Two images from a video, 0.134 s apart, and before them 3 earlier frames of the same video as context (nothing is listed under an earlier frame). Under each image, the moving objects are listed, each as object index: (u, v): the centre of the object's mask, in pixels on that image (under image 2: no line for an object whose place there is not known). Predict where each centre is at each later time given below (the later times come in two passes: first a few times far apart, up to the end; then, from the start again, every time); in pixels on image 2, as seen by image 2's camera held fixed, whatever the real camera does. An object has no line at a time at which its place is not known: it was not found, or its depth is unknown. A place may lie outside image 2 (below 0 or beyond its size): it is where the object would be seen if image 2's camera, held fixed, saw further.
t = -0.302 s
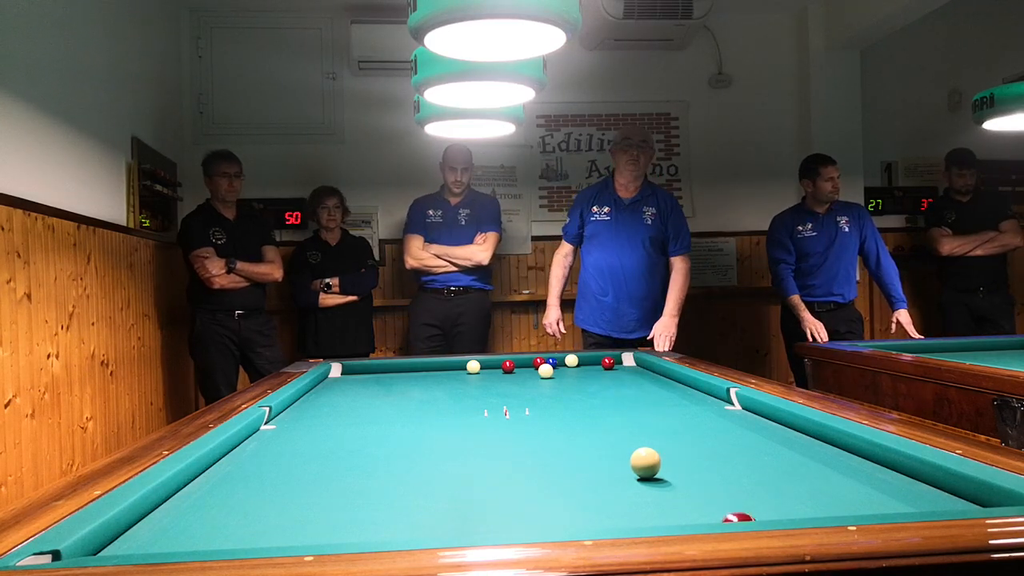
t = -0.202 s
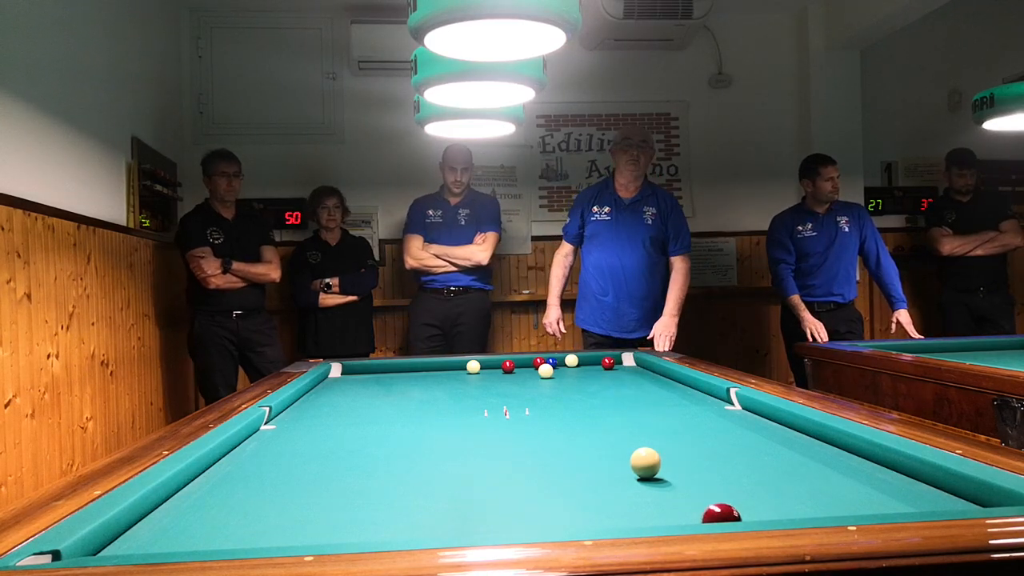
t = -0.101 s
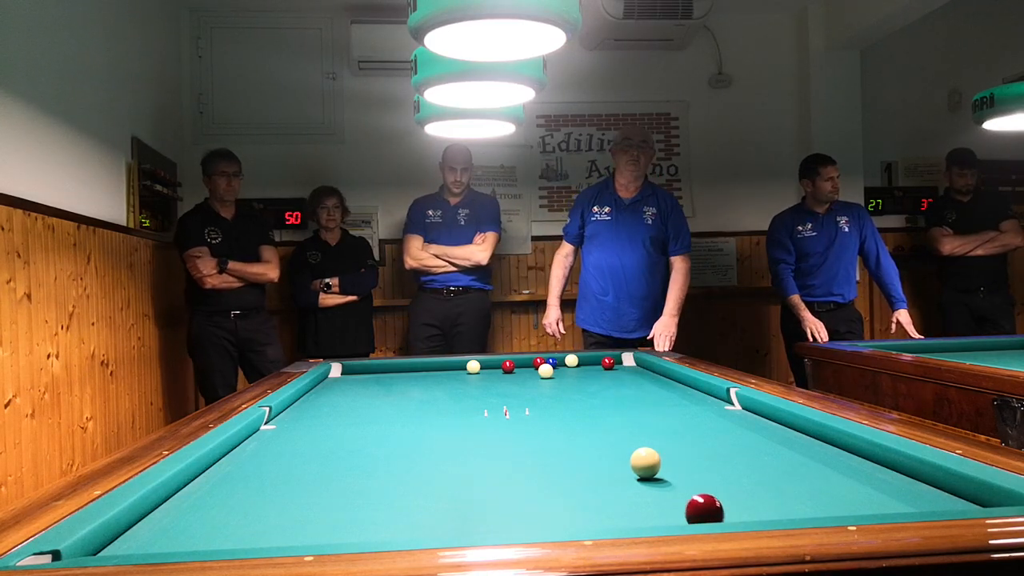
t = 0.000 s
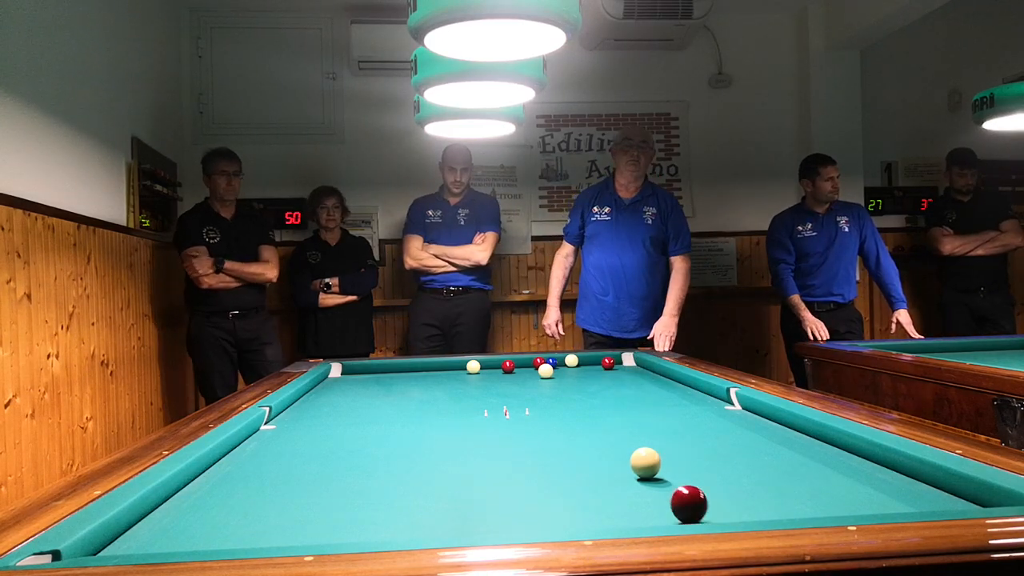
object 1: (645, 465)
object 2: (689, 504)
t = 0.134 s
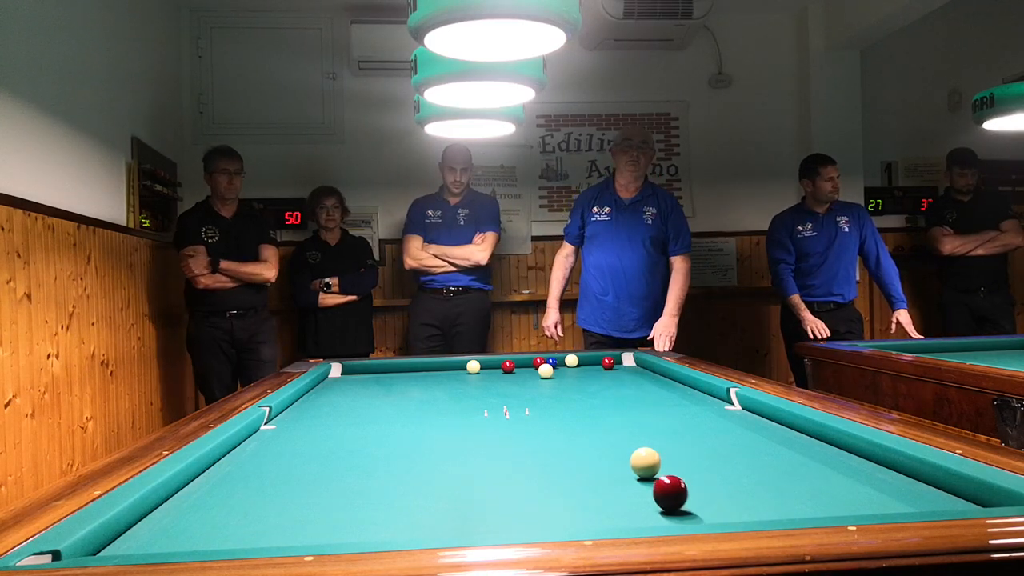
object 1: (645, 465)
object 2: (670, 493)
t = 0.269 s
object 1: (644, 459)
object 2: (653, 483)
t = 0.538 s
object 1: (649, 462)
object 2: (621, 467)
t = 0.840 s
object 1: (665, 456)
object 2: (576, 458)
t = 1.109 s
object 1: (678, 450)
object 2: (542, 450)
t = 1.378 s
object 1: (689, 446)
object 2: (512, 444)
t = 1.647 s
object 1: (700, 442)
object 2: (485, 438)
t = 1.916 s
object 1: (709, 438)
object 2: (461, 433)
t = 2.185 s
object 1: (717, 434)
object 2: (439, 428)
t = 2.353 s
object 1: (722, 432)
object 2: (426, 426)
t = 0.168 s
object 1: (645, 463)
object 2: (665, 491)
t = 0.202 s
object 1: (645, 462)
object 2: (661, 488)
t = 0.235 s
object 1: (644, 461)
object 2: (657, 486)
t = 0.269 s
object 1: (644, 459)
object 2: (653, 483)
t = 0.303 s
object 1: (644, 458)
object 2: (649, 481)
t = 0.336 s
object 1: (645, 457)
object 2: (646, 479)
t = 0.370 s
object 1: (647, 456)
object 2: (642, 477)
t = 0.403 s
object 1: (649, 458)
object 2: (638, 475)
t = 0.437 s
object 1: (649, 459)
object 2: (635, 472)
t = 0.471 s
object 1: (650, 461)
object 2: (631, 470)
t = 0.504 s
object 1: (649, 463)
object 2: (626, 469)
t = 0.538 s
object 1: (649, 462)
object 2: (621, 467)
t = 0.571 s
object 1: (651, 461)
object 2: (615, 466)
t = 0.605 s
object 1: (653, 461)
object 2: (610, 465)
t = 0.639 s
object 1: (655, 460)
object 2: (605, 464)
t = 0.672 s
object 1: (656, 459)
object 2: (600, 463)
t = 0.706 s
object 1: (658, 458)
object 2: (595, 462)
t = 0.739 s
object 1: (660, 458)
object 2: (590, 461)
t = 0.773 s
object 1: (662, 457)
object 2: (586, 460)
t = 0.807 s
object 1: (663, 456)
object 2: (581, 459)
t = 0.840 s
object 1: (665, 456)
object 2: (576, 458)
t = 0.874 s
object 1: (667, 455)
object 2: (572, 457)
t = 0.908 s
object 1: (668, 454)
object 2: (567, 456)
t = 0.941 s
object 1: (670, 454)
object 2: (563, 455)
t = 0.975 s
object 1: (671, 453)
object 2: (559, 454)
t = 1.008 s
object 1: (673, 452)
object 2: (554, 453)
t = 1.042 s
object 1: (675, 452)
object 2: (550, 452)
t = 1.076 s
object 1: (676, 451)
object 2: (546, 451)
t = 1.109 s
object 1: (678, 450)
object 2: (542, 450)
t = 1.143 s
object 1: (679, 450)
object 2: (538, 450)
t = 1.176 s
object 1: (681, 449)
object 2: (534, 449)
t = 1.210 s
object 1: (682, 449)
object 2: (530, 448)
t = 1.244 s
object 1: (684, 448)
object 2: (526, 447)
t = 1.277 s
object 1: (685, 448)
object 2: (523, 446)
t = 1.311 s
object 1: (686, 447)
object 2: (519, 446)
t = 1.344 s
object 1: (688, 446)
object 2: (515, 444)
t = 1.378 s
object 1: (689, 446)
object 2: (512, 444)
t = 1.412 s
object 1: (691, 445)
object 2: (508, 443)
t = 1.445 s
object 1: (692, 445)
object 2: (505, 442)
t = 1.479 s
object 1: (693, 444)
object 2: (501, 442)
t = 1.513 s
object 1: (695, 444)
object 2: (498, 441)
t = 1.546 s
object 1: (696, 443)
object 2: (494, 440)
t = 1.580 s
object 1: (697, 443)
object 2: (491, 440)
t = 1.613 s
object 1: (698, 442)
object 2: (488, 439)
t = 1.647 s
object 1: (700, 442)
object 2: (485, 438)
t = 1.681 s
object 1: (701, 441)
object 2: (482, 438)
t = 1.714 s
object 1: (702, 441)
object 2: (478, 437)
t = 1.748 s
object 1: (703, 440)
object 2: (475, 436)
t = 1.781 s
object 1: (704, 440)
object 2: (472, 436)
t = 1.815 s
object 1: (705, 439)
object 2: (469, 435)
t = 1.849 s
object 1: (707, 439)
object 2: (466, 434)
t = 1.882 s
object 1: (708, 438)
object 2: (463, 434)
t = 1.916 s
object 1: (709, 438)
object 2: (461, 433)
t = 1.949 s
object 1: (710, 437)
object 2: (458, 433)
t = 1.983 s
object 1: (711, 437)
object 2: (455, 432)
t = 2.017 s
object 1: (712, 436)
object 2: (452, 431)
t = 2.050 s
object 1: (713, 436)
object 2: (449, 431)
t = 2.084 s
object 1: (714, 435)
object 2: (447, 430)
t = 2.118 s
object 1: (715, 435)
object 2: (444, 429)
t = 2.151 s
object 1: (716, 435)
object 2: (441, 429)
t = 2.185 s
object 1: (717, 434)
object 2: (439, 428)
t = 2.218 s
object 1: (718, 434)
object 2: (436, 428)
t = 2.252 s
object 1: (718, 433)
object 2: (434, 427)
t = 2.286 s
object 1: (720, 433)
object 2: (431, 427)
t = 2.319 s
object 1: (721, 432)
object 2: (429, 426)
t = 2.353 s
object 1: (722, 432)
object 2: (426, 426)
